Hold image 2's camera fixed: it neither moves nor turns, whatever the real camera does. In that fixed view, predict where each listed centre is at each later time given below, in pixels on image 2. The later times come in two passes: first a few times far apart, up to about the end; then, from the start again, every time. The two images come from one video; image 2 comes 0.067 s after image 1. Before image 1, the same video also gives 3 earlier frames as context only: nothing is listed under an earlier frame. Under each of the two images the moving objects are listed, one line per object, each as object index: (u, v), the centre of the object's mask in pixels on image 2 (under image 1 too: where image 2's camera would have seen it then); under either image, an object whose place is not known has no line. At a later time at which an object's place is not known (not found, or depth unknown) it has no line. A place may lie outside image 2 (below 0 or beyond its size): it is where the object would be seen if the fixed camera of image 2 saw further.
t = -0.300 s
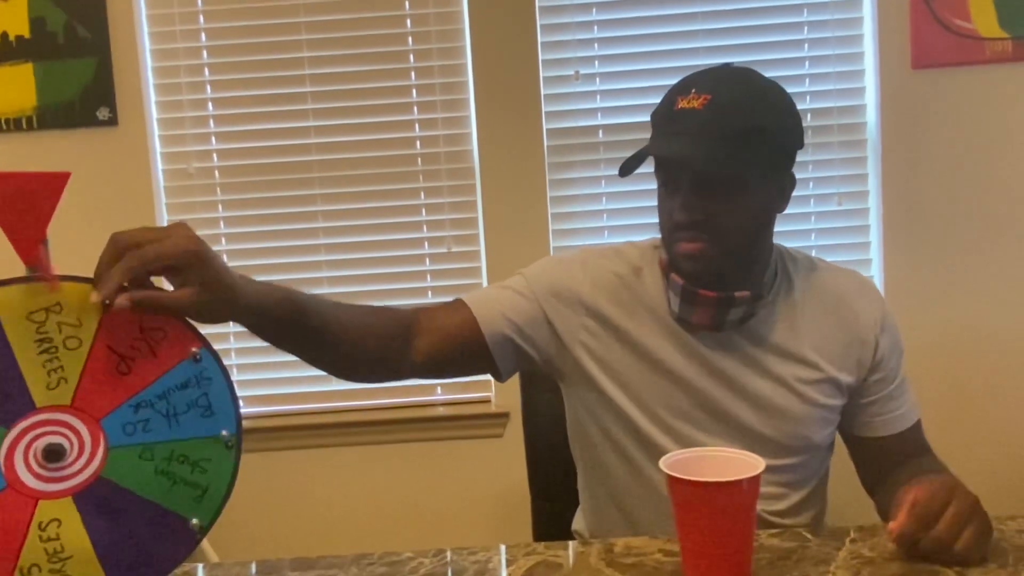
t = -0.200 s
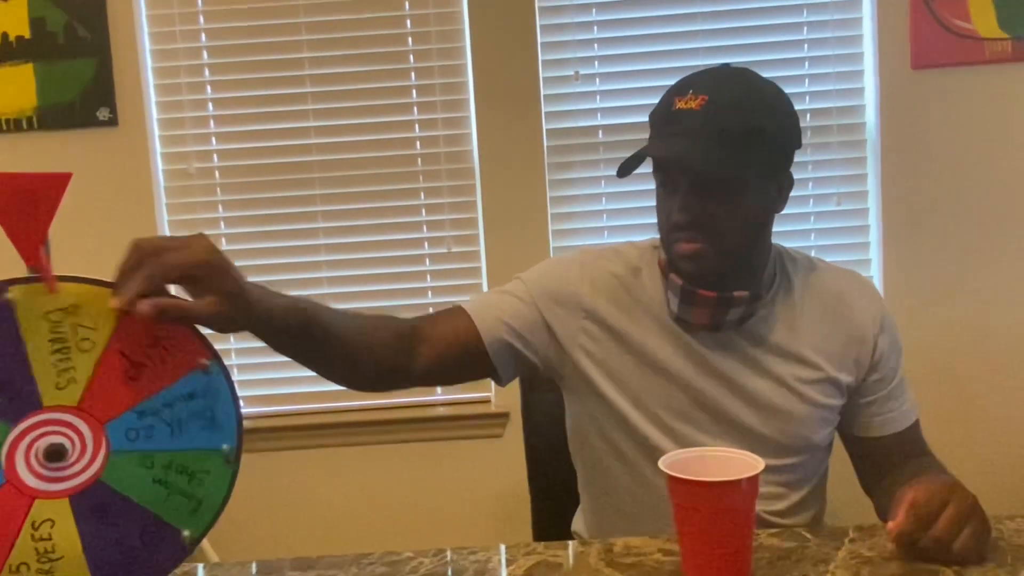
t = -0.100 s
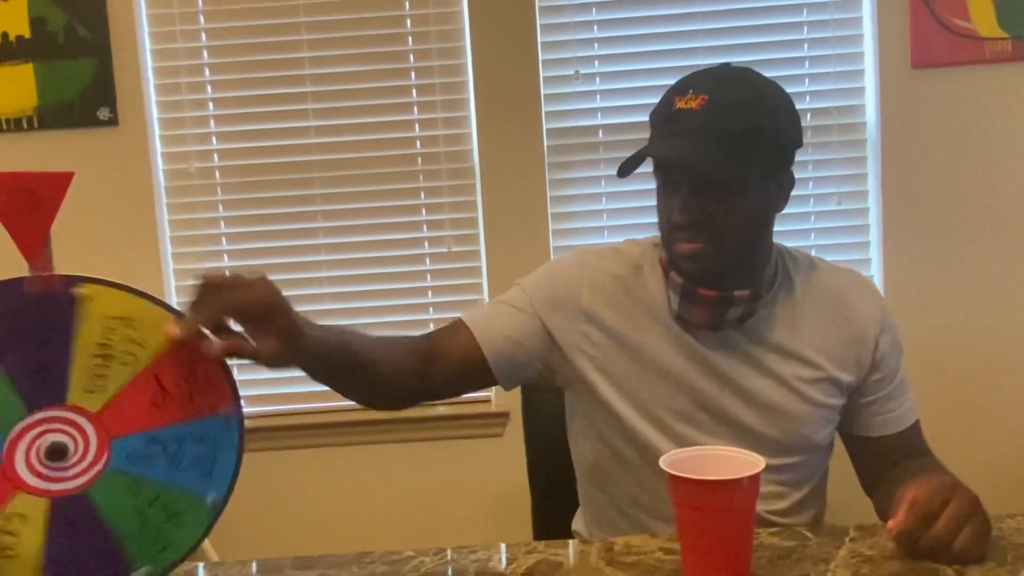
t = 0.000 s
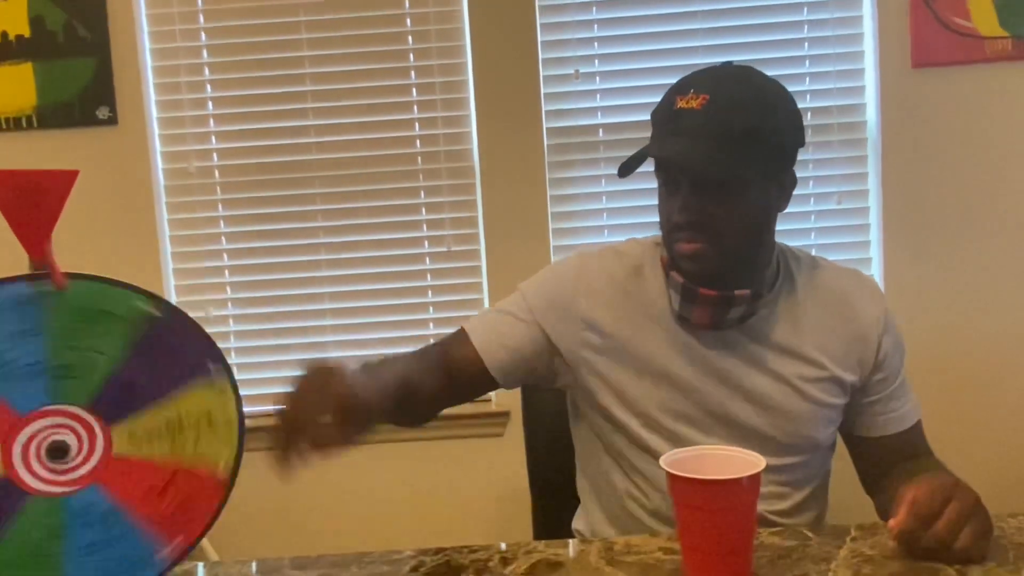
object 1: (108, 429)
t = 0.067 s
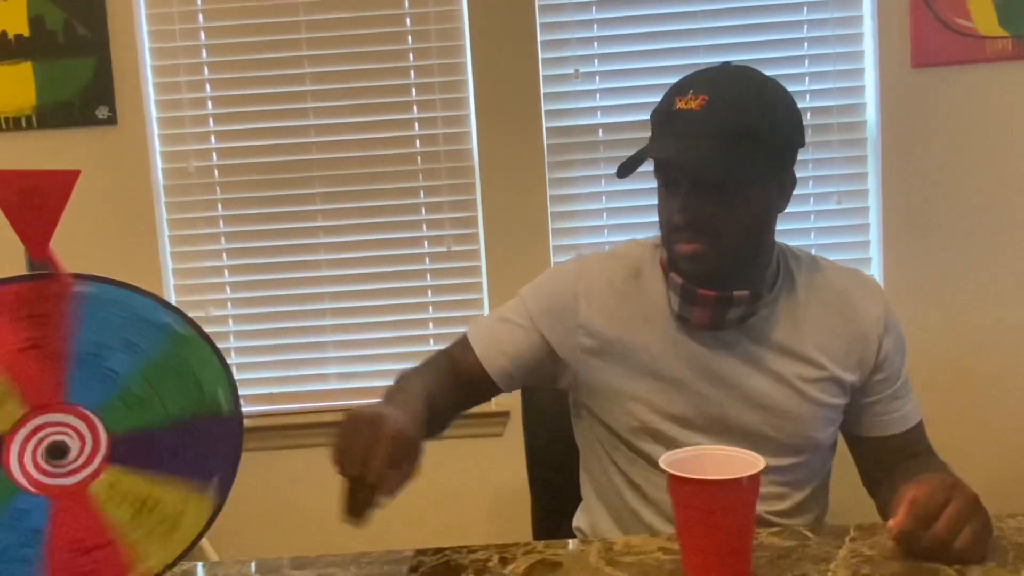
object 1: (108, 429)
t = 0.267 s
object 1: (108, 430)
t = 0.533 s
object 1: (104, 431)
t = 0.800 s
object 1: (93, 433)
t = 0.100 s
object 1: (108, 429)
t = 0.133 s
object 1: (109, 429)
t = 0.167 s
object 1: (109, 429)
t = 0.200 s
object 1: (108, 429)
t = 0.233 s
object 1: (108, 429)
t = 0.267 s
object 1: (108, 430)
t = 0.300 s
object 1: (108, 429)
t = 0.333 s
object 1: (107, 429)
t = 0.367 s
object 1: (107, 430)
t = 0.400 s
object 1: (106, 430)
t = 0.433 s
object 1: (106, 430)
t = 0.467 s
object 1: (105, 430)
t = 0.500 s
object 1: (105, 430)
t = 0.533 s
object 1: (104, 431)
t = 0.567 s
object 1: (103, 431)
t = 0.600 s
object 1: (102, 431)
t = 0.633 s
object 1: (101, 431)
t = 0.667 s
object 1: (100, 432)
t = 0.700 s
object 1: (99, 432)
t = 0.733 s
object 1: (97, 432)
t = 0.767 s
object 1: (95, 433)
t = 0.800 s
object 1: (93, 433)
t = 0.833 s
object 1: (91, 434)
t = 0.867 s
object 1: (89, 434)
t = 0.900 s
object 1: (85, 435)
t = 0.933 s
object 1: (82, 436)
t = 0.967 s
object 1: (78, 438)
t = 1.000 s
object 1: (74, 439)
